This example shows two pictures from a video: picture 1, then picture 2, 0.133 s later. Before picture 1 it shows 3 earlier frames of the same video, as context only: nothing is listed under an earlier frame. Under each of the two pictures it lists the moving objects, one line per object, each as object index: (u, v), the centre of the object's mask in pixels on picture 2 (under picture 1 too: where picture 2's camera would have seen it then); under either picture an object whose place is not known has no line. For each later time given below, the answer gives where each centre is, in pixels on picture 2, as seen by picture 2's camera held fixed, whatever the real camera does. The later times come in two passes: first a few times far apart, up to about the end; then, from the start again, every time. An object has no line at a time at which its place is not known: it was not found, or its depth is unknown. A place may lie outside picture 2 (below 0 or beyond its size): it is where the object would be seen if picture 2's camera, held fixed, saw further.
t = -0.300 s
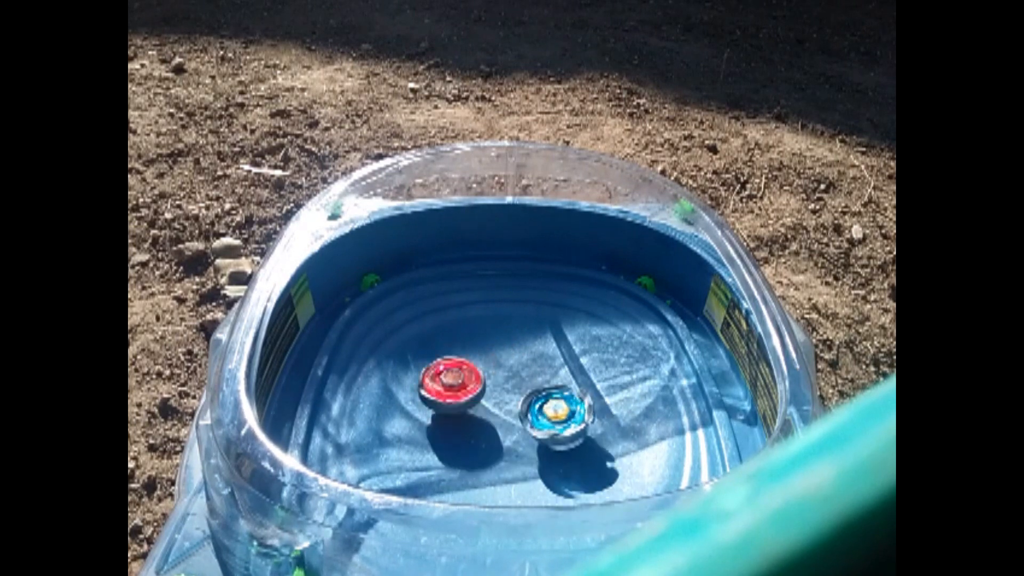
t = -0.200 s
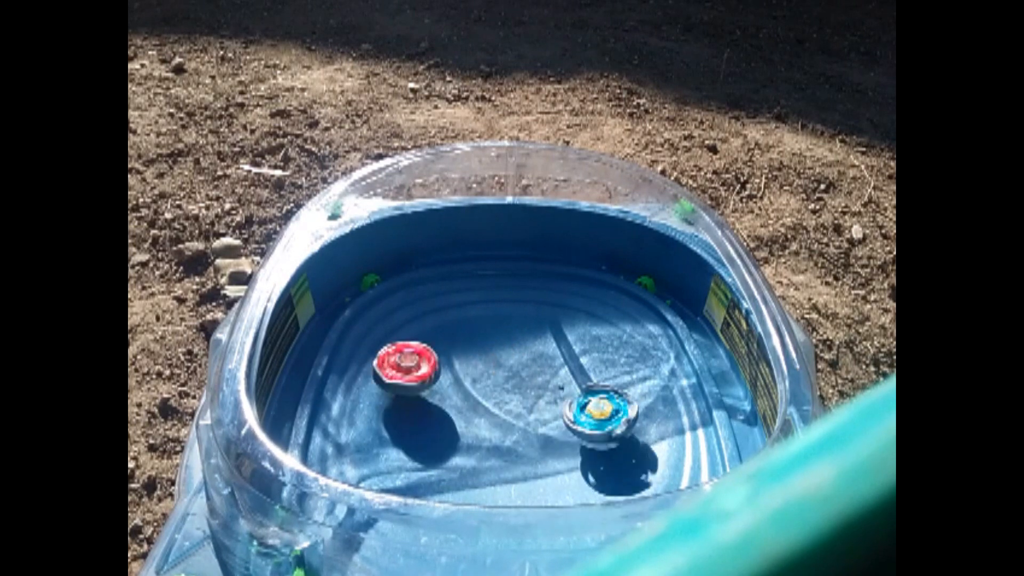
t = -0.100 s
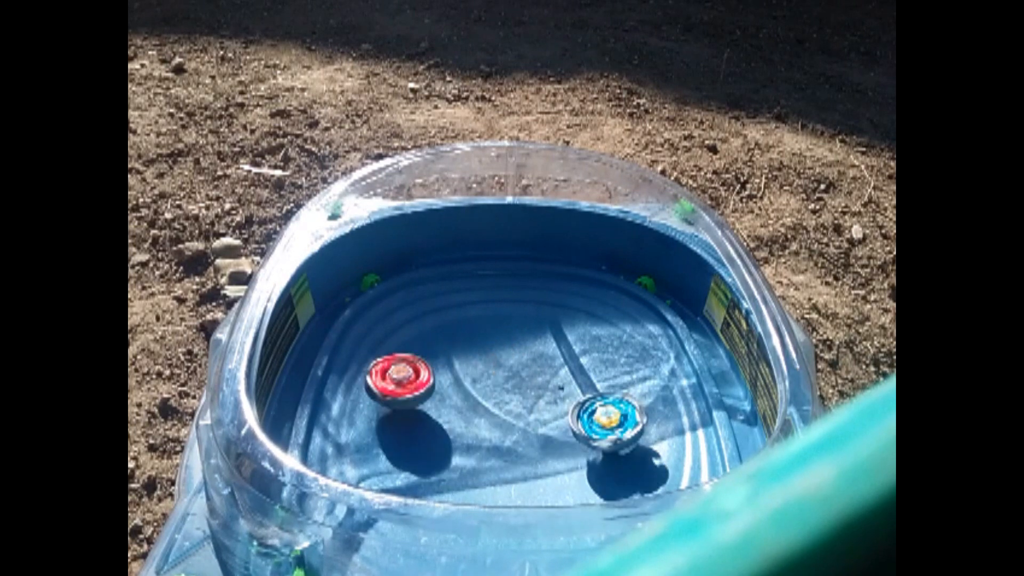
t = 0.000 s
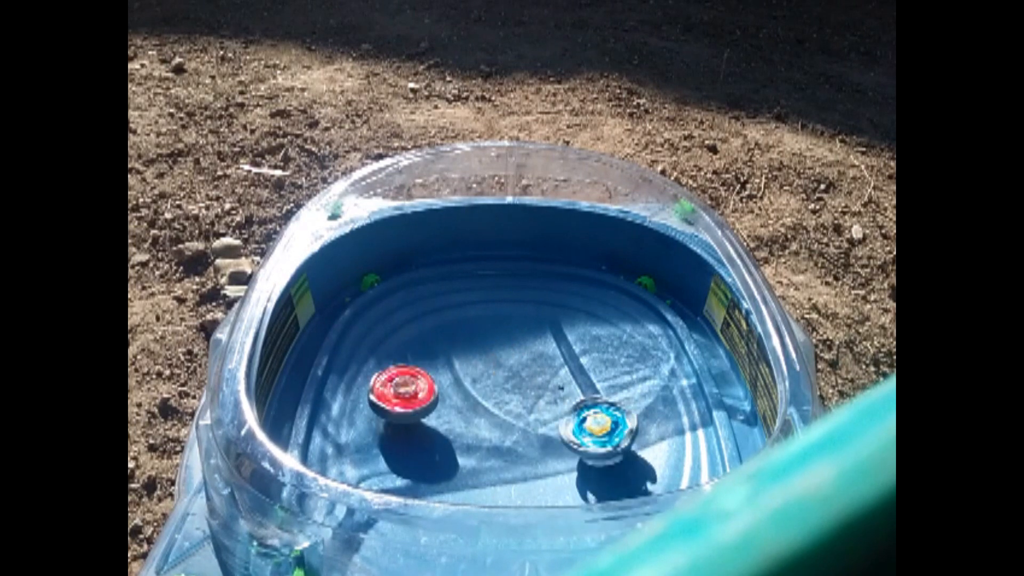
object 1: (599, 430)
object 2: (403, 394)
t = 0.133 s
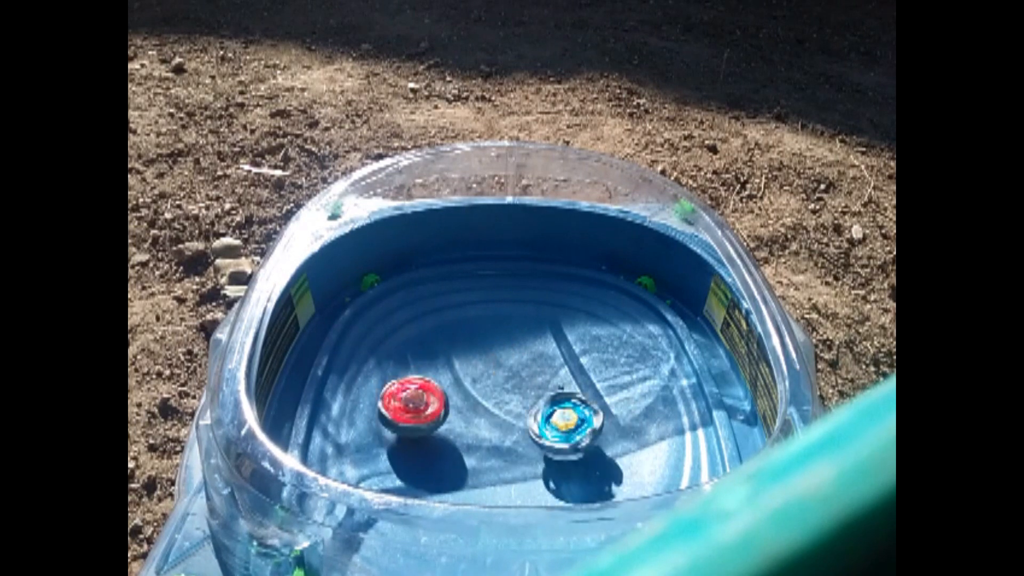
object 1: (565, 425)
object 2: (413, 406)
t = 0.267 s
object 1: (537, 402)
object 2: (427, 415)
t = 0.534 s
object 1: (538, 346)
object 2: (461, 423)
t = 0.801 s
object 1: (560, 350)
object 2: (497, 422)
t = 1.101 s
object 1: (544, 351)
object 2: (516, 448)
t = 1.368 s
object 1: (510, 361)
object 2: (550, 439)
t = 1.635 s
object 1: (474, 359)
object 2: (558, 423)
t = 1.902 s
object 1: (470, 367)
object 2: (546, 411)
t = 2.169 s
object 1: (430, 385)
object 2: (567, 416)
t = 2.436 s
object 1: (435, 368)
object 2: (559, 402)
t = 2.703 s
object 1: (462, 406)
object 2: (566, 399)
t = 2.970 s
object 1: (441, 421)
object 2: (549, 395)
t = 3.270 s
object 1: (458, 426)
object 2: (548, 395)
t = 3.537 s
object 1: (452, 415)
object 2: (551, 382)
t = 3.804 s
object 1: (462, 437)
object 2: (561, 363)
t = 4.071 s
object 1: (457, 423)
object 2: (547, 357)
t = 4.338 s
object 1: (520, 418)
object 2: (529, 363)
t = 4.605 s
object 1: (552, 441)
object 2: (511, 378)
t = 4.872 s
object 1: (548, 463)
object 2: (476, 371)
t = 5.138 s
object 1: (510, 459)
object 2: (429, 373)
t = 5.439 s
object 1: (529, 394)
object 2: (415, 396)
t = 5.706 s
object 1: (583, 378)
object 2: (431, 411)
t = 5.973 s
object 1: (557, 401)
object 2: (459, 420)
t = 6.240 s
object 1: (545, 375)
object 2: (462, 433)
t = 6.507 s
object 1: (541, 369)
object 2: (498, 440)
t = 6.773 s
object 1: (509, 371)
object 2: (530, 433)
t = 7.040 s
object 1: (485, 381)
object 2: (550, 419)
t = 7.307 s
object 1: (474, 392)
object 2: (555, 403)
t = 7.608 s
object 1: (477, 412)
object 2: (543, 391)
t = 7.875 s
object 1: (478, 420)
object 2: (534, 386)
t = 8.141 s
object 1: (416, 435)
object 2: (552, 353)
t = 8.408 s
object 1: (460, 411)
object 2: (535, 350)
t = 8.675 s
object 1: (544, 425)
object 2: (519, 359)
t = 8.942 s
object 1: (578, 454)
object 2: (501, 377)
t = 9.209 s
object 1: (542, 443)
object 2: (483, 397)
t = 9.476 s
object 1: (541, 428)
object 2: (440, 394)
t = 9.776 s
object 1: (548, 388)
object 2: (435, 407)
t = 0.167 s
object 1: (557, 421)
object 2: (416, 409)
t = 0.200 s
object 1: (550, 416)
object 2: (420, 411)
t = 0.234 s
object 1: (543, 410)
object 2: (424, 413)
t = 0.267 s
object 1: (537, 402)
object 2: (427, 415)
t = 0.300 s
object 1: (532, 395)
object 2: (431, 417)
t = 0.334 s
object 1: (529, 387)
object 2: (435, 418)
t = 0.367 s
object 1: (527, 378)
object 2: (439, 419)
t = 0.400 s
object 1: (526, 369)
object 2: (443, 419)
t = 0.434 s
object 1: (528, 361)
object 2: (447, 421)
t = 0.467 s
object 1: (531, 355)
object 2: (452, 422)
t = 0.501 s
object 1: (533, 349)
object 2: (456, 422)
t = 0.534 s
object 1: (538, 346)
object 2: (461, 423)
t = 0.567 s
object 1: (539, 342)
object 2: (466, 424)
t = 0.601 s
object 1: (543, 339)
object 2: (471, 424)
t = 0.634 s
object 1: (547, 338)
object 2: (476, 424)
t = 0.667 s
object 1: (551, 337)
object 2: (480, 424)
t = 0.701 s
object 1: (556, 339)
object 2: (485, 424)
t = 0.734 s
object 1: (558, 340)
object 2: (489, 423)
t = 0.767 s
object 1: (560, 344)
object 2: (493, 422)
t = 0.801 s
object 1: (560, 350)
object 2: (497, 422)
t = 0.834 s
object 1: (558, 355)
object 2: (501, 421)
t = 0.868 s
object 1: (554, 360)
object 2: (505, 420)
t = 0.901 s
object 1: (548, 366)
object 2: (508, 419)
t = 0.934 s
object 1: (546, 367)
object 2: (508, 423)
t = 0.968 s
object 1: (547, 358)
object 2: (502, 435)
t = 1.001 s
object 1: (545, 353)
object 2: (500, 442)
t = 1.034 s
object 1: (545, 351)
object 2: (503, 446)
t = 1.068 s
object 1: (545, 351)
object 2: (509, 448)
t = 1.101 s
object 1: (544, 351)
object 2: (516, 448)
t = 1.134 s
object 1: (541, 351)
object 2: (523, 448)
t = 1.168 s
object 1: (538, 353)
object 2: (529, 448)
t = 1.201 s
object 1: (535, 353)
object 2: (533, 447)
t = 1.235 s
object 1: (530, 355)
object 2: (538, 446)
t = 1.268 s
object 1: (526, 357)
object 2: (541, 444)
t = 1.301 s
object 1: (521, 358)
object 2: (545, 443)
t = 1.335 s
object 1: (515, 360)
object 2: (548, 441)
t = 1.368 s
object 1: (510, 361)
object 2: (550, 439)
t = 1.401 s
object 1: (505, 361)
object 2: (552, 438)
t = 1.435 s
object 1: (500, 362)
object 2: (554, 436)
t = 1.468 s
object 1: (495, 362)
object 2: (556, 434)
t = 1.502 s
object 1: (490, 361)
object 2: (557, 431)
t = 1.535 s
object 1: (486, 362)
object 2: (558, 429)
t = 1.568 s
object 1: (482, 361)
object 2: (559, 427)
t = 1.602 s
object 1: (478, 360)
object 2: (559, 425)
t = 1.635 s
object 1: (474, 359)
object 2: (558, 423)
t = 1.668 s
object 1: (472, 359)
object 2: (558, 421)
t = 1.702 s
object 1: (471, 358)
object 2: (556, 419)
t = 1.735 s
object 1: (471, 357)
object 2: (555, 418)
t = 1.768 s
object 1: (470, 357)
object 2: (554, 416)
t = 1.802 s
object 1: (470, 359)
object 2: (551, 415)
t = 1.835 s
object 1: (470, 361)
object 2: (550, 414)
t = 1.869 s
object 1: (471, 364)
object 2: (548, 412)
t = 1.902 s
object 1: (470, 367)
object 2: (546, 411)
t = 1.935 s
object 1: (470, 372)
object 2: (544, 410)
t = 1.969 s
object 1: (470, 376)
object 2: (541, 410)
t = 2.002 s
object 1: (468, 380)
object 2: (538, 410)
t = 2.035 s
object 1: (467, 384)
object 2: (536, 409)
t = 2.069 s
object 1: (466, 390)
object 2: (534, 409)
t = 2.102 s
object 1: (453, 389)
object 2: (547, 412)
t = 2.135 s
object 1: (439, 388)
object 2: (561, 415)
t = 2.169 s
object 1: (430, 385)
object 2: (567, 416)
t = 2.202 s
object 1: (424, 384)
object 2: (569, 414)
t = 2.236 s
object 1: (421, 381)
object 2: (569, 412)
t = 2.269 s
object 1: (418, 377)
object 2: (568, 410)
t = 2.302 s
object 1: (418, 374)
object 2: (567, 408)
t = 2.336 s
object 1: (418, 370)
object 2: (565, 406)
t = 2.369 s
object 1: (421, 369)
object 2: (563, 405)
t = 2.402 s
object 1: (427, 368)
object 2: (562, 403)
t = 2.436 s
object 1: (435, 368)
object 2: (559, 402)
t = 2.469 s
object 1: (444, 370)
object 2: (557, 401)
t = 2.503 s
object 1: (452, 373)
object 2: (554, 400)
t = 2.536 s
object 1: (459, 378)
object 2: (552, 399)
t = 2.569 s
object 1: (467, 384)
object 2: (549, 398)
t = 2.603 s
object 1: (474, 390)
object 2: (546, 398)
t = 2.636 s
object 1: (469, 396)
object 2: (557, 399)
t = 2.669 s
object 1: (466, 400)
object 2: (564, 400)
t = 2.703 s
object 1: (462, 406)
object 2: (566, 399)
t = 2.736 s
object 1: (460, 409)
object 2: (566, 399)
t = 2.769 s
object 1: (456, 411)
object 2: (564, 398)
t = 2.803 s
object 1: (454, 414)
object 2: (562, 397)
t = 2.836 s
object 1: (451, 415)
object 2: (560, 396)
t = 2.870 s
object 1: (447, 418)
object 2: (557, 395)
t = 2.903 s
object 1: (445, 420)
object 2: (554, 395)
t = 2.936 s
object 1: (443, 420)
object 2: (552, 395)
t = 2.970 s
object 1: (441, 421)
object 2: (549, 395)
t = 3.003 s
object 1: (440, 420)
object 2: (547, 395)
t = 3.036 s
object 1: (439, 419)
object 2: (545, 395)
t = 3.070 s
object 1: (441, 419)
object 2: (543, 395)
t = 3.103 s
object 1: (444, 419)
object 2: (541, 396)
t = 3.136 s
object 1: (450, 420)
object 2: (539, 397)
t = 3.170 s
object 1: (456, 421)
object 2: (537, 398)
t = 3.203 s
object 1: (462, 421)
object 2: (535, 399)
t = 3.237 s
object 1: (469, 422)
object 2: (534, 399)
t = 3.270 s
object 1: (458, 426)
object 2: (548, 395)
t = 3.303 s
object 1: (450, 429)
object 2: (557, 391)
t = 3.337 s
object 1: (445, 428)
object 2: (561, 389)
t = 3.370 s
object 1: (441, 429)
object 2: (560, 387)
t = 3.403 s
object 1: (439, 428)
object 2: (558, 386)
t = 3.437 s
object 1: (438, 425)
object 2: (557, 385)
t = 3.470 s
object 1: (440, 422)
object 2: (556, 384)
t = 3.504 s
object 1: (445, 418)
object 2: (553, 383)
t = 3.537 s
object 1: (452, 415)
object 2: (551, 382)
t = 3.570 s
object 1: (461, 414)
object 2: (548, 382)
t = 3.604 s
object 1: (470, 414)
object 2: (545, 381)
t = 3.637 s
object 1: (479, 414)
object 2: (543, 381)
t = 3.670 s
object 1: (488, 415)
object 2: (541, 380)
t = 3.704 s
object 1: (478, 424)
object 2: (552, 372)
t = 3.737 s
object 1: (471, 433)
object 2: (560, 367)
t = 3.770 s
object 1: (467, 435)
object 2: (562, 364)
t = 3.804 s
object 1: (462, 437)
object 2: (561, 363)
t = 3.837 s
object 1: (457, 438)
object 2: (560, 361)
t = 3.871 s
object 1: (453, 439)
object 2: (559, 359)
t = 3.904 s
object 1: (449, 439)
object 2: (557, 358)
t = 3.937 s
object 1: (447, 437)
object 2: (555, 357)
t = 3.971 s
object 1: (446, 434)
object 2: (552, 357)
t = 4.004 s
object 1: (447, 431)
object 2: (551, 356)
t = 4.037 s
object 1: (451, 426)
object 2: (549, 357)
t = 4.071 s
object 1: (457, 423)
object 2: (547, 357)
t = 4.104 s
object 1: (462, 420)
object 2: (545, 357)
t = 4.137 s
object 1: (469, 418)
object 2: (542, 357)
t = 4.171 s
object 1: (477, 414)
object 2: (540, 358)
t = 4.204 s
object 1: (486, 413)
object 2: (538, 359)
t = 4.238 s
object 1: (495, 414)
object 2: (536, 360)
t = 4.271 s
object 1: (504, 414)
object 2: (534, 361)
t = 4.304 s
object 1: (512, 416)
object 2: (532, 362)
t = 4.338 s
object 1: (520, 418)
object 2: (529, 363)
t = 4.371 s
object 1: (529, 420)
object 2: (527, 364)
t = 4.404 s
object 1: (537, 422)
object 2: (525, 366)
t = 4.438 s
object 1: (542, 426)
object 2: (522, 368)
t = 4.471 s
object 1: (546, 428)
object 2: (520, 370)
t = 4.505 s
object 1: (549, 433)
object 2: (518, 372)
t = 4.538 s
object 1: (552, 436)
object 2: (515, 373)
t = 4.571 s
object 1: (552, 438)
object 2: (513, 375)
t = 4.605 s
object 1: (552, 441)
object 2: (511, 378)
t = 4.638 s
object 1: (550, 443)
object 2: (508, 381)
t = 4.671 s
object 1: (548, 445)
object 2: (506, 384)
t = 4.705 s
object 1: (546, 447)
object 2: (504, 387)
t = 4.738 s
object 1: (543, 446)
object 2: (502, 389)
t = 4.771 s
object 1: (539, 446)
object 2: (500, 391)
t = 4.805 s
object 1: (535, 443)
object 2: (498, 393)
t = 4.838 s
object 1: (542, 453)
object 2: (488, 384)
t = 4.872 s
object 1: (548, 463)
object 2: (476, 371)
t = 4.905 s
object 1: (550, 467)
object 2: (468, 363)
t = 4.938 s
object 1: (546, 470)
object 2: (461, 360)
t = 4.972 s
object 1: (541, 471)
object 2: (455, 362)
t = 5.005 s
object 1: (534, 473)
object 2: (449, 364)
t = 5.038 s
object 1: (526, 472)
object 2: (443, 366)
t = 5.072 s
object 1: (519, 470)
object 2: (438, 369)
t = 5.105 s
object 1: (514, 466)
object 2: (433, 371)
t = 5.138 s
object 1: (510, 459)
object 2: (429, 373)
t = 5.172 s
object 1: (507, 452)
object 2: (425, 375)
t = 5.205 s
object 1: (506, 444)
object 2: (422, 379)
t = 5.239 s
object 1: (507, 436)
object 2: (420, 381)
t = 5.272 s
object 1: (507, 428)
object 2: (418, 383)
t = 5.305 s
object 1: (508, 421)
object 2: (417, 386)
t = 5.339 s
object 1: (512, 413)
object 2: (416, 389)
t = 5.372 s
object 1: (517, 406)
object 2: (415, 391)
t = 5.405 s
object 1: (523, 399)
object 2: (415, 394)
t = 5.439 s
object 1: (529, 394)
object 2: (415, 396)
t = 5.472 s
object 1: (537, 389)
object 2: (416, 399)
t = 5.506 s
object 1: (543, 385)
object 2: (417, 401)
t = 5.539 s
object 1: (551, 382)
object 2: (418, 403)
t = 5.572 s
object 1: (557, 380)
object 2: (420, 405)
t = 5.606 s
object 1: (564, 377)
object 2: (423, 407)
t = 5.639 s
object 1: (570, 376)
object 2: (425, 408)
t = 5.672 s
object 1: (578, 377)
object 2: (428, 410)
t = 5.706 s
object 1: (583, 378)
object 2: (431, 411)
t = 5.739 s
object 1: (586, 378)
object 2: (434, 413)
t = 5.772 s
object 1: (588, 381)
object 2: (437, 414)
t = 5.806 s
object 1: (589, 385)
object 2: (440, 415)
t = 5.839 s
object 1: (586, 390)
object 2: (443, 416)
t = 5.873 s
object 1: (582, 394)
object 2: (447, 418)
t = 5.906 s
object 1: (575, 397)
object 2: (451, 419)
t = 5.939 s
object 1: (566, 400)
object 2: (455, 419)
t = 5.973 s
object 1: (557, 401)
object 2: (459, 420)
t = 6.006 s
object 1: (547, 401)
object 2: (464, 421)
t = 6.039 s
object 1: (538, 399)
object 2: (468, 422)
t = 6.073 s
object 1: (541, 393)
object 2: (458, 426)
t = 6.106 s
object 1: (542, 388)
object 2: (451, 429)
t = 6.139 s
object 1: (542, 383)
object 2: (451, 430)
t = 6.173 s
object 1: (543, 379)
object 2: (454, 431)
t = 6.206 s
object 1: (544, 375)
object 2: (458, 432)
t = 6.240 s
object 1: (545, 375)
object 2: (462, 433)
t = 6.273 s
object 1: (546, 373)
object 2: (466, 435)
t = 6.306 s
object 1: (546, 371)
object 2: (470, 436)
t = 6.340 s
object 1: (547, 370)
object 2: (474, 437)
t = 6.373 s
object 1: (548, 368)
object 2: (479, 438)
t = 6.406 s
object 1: (547, 368)
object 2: (484, 439)
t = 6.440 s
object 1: (545, 368)
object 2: (488, 440)
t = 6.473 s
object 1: (544, 368)
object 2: (493, 440)
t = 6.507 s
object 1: (541, 369)
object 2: (498, 440)
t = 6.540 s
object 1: (538, 369)
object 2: (502, 440)
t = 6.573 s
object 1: (534, 370)
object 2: (507, 439)
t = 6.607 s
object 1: (529, 370)
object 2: (511, 439)
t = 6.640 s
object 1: (526, 371)
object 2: (516, 438)
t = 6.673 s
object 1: (522, 370)
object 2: (520, 437)
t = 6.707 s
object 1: (518, 370)
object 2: (524, 436)
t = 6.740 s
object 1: (512, 369)
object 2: (527, 435)
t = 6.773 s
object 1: (509, 371)
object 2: (530, 433)
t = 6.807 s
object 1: (506, 372)
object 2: (533, 433)
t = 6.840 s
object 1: (502, 373)
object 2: (536, 430)
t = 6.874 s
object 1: (499, 375)
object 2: (539, 429)
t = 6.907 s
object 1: (496, 377)
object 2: (542, 427)
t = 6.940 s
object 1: (493, 376)
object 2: (544, 425)
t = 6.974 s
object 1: (490, 378)
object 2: (547, 423)
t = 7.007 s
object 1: (487, 379)
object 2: (549, 421)
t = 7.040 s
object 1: (485, 381)
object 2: (550, 419)
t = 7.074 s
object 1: (483, 381)
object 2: (552, 416)
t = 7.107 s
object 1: (480, 382)
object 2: (552, 415)
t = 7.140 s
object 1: (478, 383)
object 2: (554, 413)
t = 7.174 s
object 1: (477, 384)
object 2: (554, 411)
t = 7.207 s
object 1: (475, 386)
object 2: (555, 409)
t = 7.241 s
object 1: (474, 388)
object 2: (555, 407)
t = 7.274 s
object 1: (474, 390)
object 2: (555, 405)
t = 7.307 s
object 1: (474, 392)
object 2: (555, 403)
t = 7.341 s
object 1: (474, 394)
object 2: (554, 401)
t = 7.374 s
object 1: (476, 396)
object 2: (553, 399)
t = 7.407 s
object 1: (476, 398)
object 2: (552, 398)
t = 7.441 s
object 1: (477, 401)
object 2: (551, 396)
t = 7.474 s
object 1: (478, 404)
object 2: (550, 395)
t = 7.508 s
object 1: (477, 405)
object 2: (548, 394)
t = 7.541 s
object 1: (477, 408)
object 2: (547, 393)
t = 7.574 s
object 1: (476, 410)
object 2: (545, 392)
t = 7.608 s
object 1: (477, 412)
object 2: (543, 391)
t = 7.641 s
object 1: (475, 414)
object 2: (543, 390)
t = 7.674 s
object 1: (473, 415)
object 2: (542, 389)
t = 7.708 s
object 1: (471, 418)
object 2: (541, 388)
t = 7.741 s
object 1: (470, 419)
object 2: (539, 387)
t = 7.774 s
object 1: (471, 419)
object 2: (538, 387)
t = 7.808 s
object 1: (472, 420)
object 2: (536, 386)
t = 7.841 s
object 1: (476, 419)
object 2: (535, 386)
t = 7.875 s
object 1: (478, 420)
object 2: (534, 386)
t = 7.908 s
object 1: (469, 426)
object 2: (542, 379)
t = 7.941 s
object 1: (457, 432)
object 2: (553, 370)
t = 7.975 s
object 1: (447, 436)
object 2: (558, 364)
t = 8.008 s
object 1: (438, 438)
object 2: (558, 361)
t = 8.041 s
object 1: (430, 439)
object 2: (557, 359)
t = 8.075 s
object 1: (424, 438)
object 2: (556, 356)
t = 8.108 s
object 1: (419, 437)
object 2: (554, 355)
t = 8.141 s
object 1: (416, 435)
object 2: (552, 353)
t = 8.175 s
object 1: (414, 432)
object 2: (550, 351)
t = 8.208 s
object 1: (415, 427)
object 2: (548, 350)
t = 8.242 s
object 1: (417, 422)
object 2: (546, 350)
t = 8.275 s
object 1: (423, 419)
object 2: (544, 349)
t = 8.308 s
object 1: (430, 415)
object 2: (542, 349)
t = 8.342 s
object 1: (439, 413)
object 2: (539, 349)
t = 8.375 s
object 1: (449, 410)
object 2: (537, 349)
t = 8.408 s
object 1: (460, 411)
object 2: (535, 350)
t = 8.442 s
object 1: (471, 410)
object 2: (533, 351)
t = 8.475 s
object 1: (483, 411)
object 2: (531, 351)
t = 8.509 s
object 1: (494, 413)
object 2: (529, 352)
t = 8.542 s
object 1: (505, 415)
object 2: (527, 353)
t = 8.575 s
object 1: (516, 417)
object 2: (525, 355)
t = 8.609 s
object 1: (526, 419)
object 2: (524, 356)
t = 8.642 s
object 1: (536, 421)
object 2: (521, 357)
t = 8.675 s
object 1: (544, 425)
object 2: (519, 359)
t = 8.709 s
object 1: (552, 430)
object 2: (517, 361)
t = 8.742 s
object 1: (559, 434)
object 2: (515, 362)
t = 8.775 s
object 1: (564, 438)
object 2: (513, 365)
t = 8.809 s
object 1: (569, 440)
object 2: (510, 367)
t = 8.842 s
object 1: (573, 444)
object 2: (508, 369)
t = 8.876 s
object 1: (575, 447)
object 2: (506, 372)
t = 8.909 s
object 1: (577, 451)
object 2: (504, 375)
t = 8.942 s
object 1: (578, 454)
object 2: (501, 377)
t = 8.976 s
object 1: (575, 458)
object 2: (499, 380)
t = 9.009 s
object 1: (571, 458)
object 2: (497, 383)
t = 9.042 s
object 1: (564, 458)
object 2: (495, 386)
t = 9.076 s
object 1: (558, 456)
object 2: (493, 389)
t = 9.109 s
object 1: (551, 453)
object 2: (491, 392)
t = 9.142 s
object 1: (546, 448)
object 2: (490, 395)
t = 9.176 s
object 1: (540, 443)
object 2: (488, 398)
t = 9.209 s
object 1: (542, 443)
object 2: (483, 397)
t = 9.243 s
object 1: (549, 446)
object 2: (471, 388)
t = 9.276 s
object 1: (550, 447)
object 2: (463, 383)
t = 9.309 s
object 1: (550, 445)
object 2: (458, 383)
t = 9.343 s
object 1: (548, 445)
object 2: (454, 385)
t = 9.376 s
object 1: (548, 442)
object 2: (449, 387)
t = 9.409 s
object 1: (545, 438)
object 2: (445, 390)
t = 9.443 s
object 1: (544, 435)
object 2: (442, 392)
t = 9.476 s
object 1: (541, 428)
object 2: (440, 394)
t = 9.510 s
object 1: (541, 425)
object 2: (439, 396)
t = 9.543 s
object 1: (542, 419)
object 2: (437, 397)
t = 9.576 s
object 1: (541, 414)
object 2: (436, 398)
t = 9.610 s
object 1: (543, 410)
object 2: (435, 400)
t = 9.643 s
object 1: (543, 404)
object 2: (435, 402)
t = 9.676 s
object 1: (544, 400)
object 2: (434, 403)
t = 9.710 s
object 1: (546, 396)
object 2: (434, 404)
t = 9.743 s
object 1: (547, 391)
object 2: (434, 406)
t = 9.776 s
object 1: (548, 388)
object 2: (435, 407)
